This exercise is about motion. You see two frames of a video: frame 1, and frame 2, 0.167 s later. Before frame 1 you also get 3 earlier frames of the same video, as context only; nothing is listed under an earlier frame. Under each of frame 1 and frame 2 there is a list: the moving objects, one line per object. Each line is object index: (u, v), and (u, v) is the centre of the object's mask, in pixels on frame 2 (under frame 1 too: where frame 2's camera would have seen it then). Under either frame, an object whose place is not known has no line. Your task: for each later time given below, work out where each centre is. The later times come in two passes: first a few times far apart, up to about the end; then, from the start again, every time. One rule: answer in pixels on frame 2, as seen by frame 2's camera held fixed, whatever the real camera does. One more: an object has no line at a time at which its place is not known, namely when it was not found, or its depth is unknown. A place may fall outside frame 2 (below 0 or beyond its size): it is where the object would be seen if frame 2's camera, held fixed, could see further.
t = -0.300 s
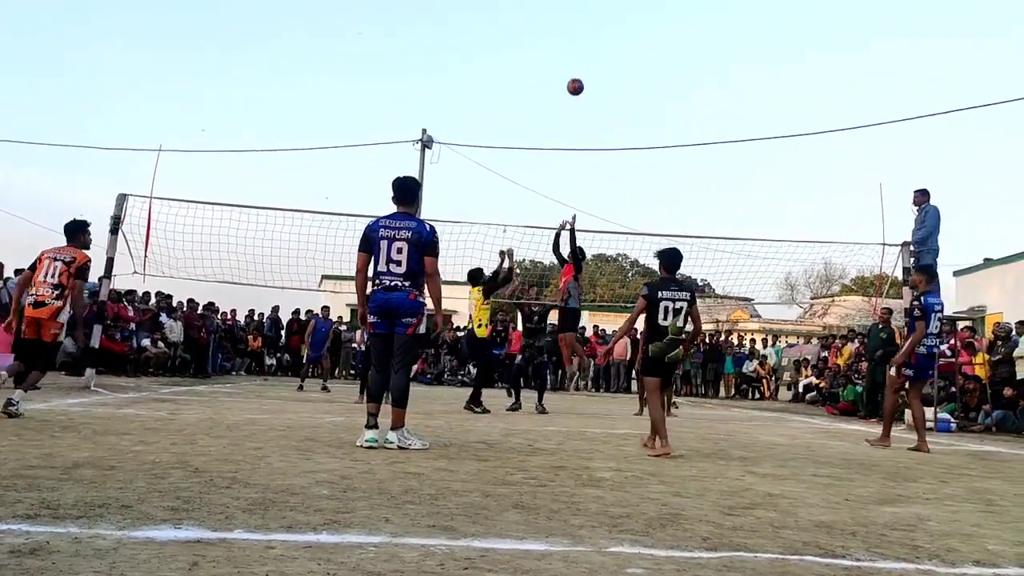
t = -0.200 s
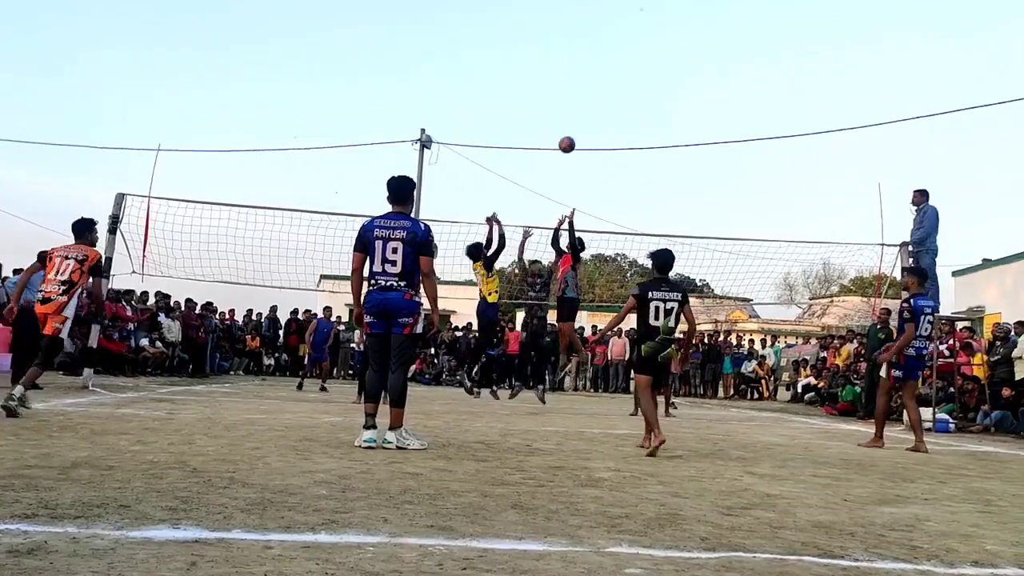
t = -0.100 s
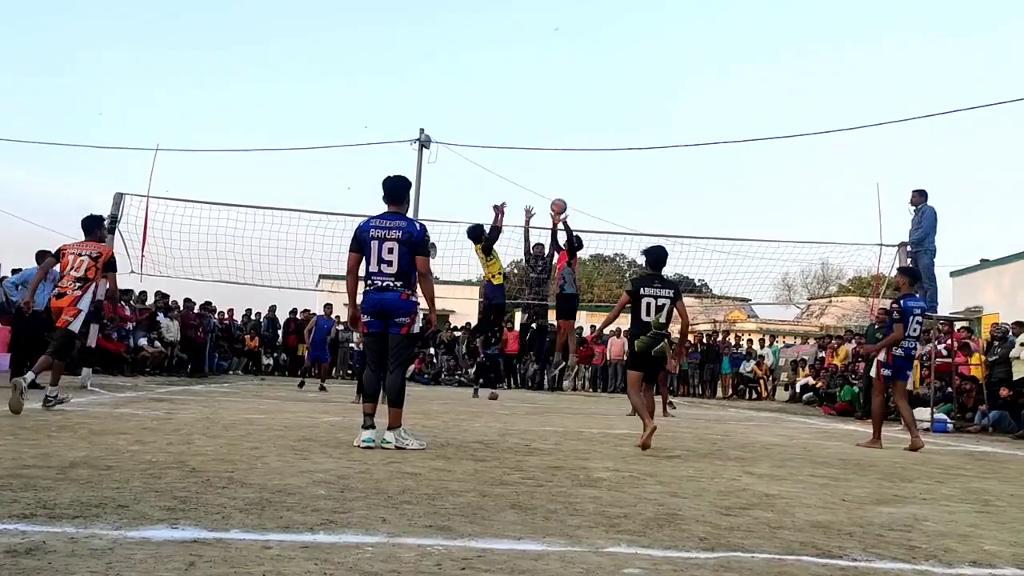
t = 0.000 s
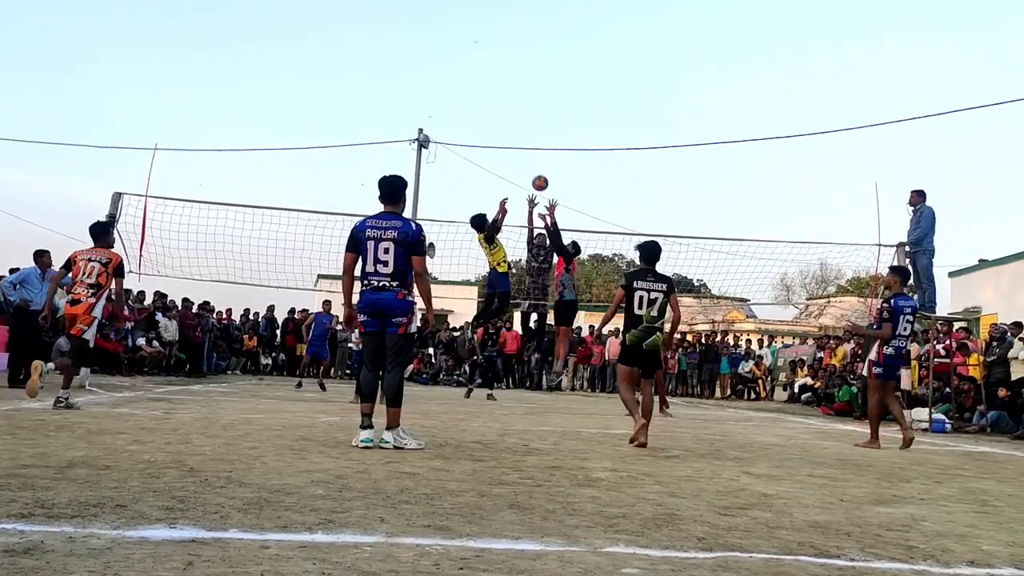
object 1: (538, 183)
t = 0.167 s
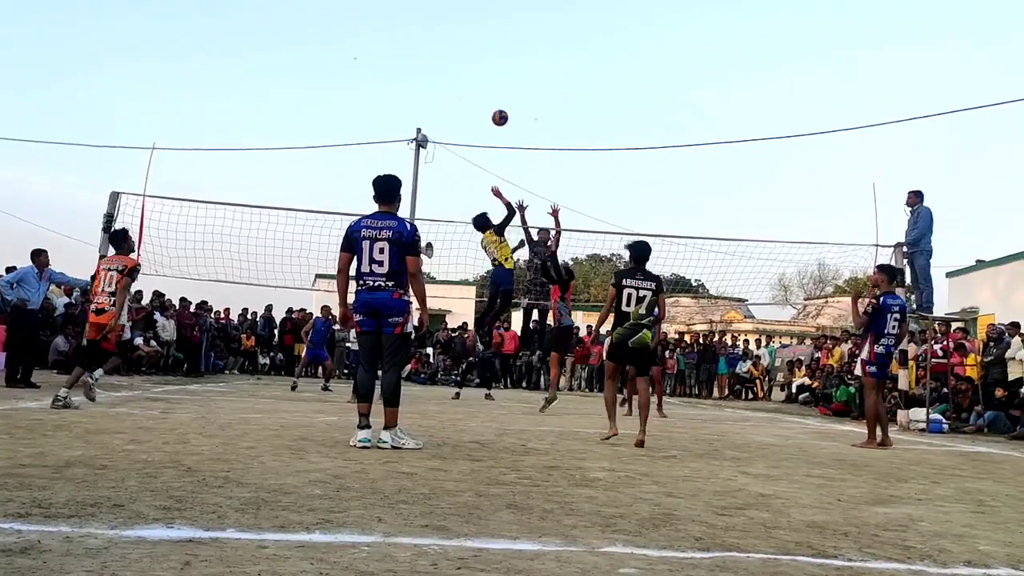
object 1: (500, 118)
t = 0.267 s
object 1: (476, 89)
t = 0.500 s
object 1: (420, 50)
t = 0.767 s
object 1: (351, 57)
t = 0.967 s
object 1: (297, 100)
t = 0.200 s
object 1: (492, 107)
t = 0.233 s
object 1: (484, 97)
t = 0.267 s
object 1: (476, 89)
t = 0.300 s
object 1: (468, 81)
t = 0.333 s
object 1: (460, 73)
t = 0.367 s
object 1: (452, 67)
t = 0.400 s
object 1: (444, 62)
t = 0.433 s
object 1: (436, 57)
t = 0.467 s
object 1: (428, 53)
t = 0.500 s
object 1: (420, 50)
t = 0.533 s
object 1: (411, 48)
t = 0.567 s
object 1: (403, 47)
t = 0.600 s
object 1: (394, 46)
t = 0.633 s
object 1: (386, 47)
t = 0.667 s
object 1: (377, 48)
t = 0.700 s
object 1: (368, 50)
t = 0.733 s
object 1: (360, 53)
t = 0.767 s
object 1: (351, 57)
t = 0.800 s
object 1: (342, 62)
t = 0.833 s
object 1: (333, 68)
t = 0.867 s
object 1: (324, 75)
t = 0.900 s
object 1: (315, 82)
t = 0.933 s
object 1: (306, 91)
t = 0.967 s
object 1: (297, 100)
